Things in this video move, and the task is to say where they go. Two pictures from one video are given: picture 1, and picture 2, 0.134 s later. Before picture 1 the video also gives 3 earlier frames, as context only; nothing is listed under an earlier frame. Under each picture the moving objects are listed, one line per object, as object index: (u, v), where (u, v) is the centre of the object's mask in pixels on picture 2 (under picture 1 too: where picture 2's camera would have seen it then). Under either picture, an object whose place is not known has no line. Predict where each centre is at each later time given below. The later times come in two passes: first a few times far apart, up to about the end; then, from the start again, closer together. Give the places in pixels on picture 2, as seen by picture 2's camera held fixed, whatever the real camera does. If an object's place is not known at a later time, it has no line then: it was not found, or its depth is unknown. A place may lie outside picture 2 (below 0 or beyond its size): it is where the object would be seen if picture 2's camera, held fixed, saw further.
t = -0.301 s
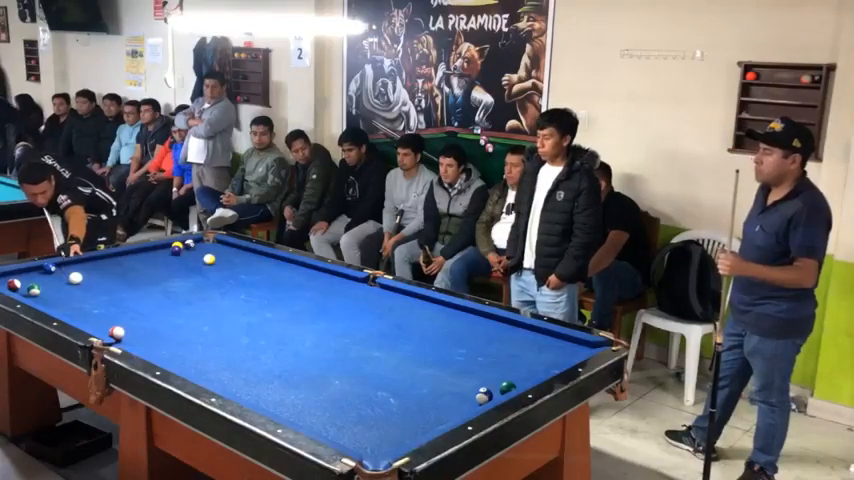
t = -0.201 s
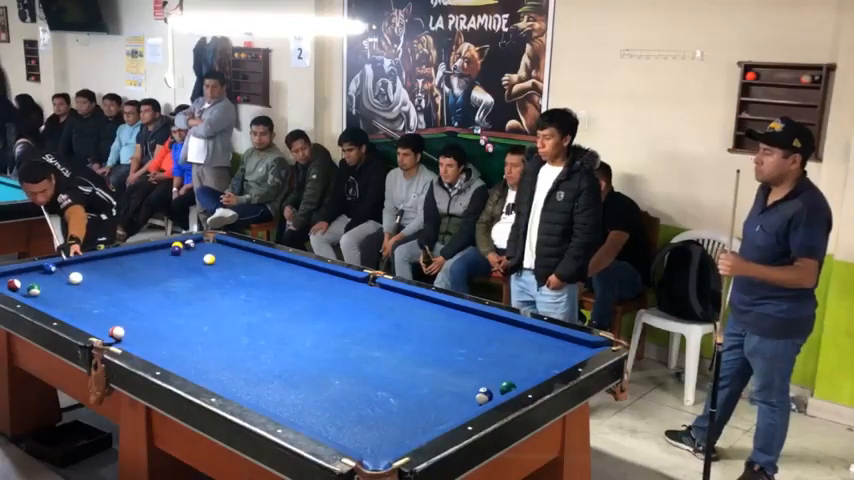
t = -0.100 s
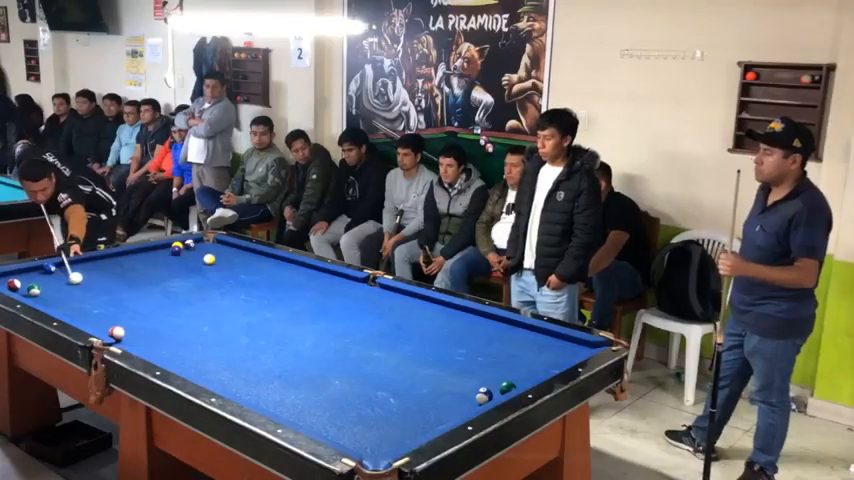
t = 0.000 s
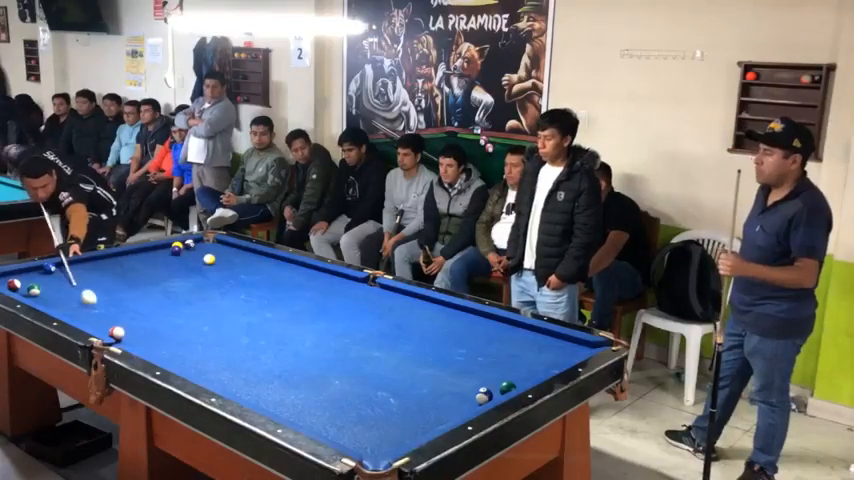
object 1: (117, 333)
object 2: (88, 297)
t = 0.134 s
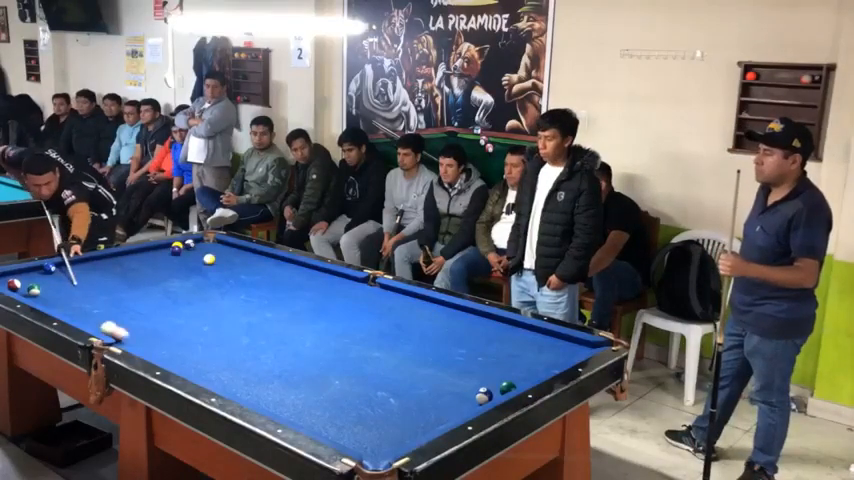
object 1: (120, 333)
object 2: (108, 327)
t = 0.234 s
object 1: (158, 352)
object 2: (106, 326)
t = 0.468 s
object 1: (258, 397)
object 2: (110, 313)
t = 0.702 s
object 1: (375, 449)
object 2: (114, 301)
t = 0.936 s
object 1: (352, 426)
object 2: (118, 290)
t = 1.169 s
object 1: (337, 398)
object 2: (121, 281)
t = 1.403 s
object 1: (324, 375)
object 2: (124, 273)
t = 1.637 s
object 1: (314, 356)
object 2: (127, 265)
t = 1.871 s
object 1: (305, 339)
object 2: (129, 258)
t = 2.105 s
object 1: (297, 324)
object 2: (132, 252)
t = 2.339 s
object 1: (289, 311)
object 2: (146, 251)
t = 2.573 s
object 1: (282, 298)
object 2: (163, 251)
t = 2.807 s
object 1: (277, 288)
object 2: (171, 253)
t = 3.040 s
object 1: (271, 278)
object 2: (177, 254)
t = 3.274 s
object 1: (266, 270)
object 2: (183, 256)
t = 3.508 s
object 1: (261, 262)
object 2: (188, 257)
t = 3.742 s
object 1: (257, 255)
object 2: (192, 258)
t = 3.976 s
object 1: (247, 251)
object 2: (196, 259)
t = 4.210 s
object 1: (233, 249)
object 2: (198, 260)
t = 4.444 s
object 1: (218, 247)
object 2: (199, 261)
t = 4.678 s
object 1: (206, 246)
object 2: (199, 261)
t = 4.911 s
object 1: (204, 245)
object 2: (200, 262)
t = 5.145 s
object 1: (201, 244)
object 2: (200, 262)
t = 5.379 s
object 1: (199, 244)
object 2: (200, 262)
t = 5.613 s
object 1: (199, 243)
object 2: (200, 262)
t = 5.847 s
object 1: (198, 243)
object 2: (200, 262)
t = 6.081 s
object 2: (200, 262)
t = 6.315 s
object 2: (200, 262)
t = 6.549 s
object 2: (200, 262)
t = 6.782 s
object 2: (200, 262)
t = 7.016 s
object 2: (200, 262)
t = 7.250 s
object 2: (200, 262)
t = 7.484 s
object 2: (200, 262)
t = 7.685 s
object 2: (200, 262)
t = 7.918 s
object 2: (200, 262)
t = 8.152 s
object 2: (200, 262)
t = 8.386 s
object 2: (200, 262)
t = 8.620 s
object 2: (200, 262)
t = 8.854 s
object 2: (200, 262)
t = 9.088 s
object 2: (200, 262)
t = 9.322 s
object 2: (200, 262)
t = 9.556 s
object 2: (200, 262)
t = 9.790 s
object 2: (200, 262)
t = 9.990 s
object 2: (200, 262)
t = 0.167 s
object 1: (130, 338)
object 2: (104, 329)
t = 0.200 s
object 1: (144, 345)
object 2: (105, 327)
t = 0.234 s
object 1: (158, 352)
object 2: (106, 326)
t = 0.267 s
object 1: (171, 358)
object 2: (106, 323)
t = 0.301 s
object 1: (185, 365)
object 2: (107, 322)
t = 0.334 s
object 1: (199, 371)
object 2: (108, 320)
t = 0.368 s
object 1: (215, 378)
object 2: (108, 318)
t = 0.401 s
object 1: (230, 385)
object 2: (109, 316)
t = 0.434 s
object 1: (244, 391)
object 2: (109, 314)
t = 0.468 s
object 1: (258, 397)
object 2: (110, 313)
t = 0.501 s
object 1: (273, 404)
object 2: (111, 311)
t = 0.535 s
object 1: (290, 411)
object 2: (111, 309)
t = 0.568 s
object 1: (306, 419)
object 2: (112, 307)
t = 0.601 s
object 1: (322, 425)
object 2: (113, 306)
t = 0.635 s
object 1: (339, 434)
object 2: (113, 304)
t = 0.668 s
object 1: (357, 442)
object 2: (114, 302)
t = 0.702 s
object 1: (375, 449)
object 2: (114, 301)
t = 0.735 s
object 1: (374, 451)
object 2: (115, 299)
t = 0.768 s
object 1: (364, 448)
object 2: (116, 298)
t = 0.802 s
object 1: (361, 443)
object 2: (116, 296)
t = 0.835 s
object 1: (359, 439)
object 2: (117, 295)
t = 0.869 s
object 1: (357, 435)
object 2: (117, 294)
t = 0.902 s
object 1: (354, 431)
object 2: (118, 292)
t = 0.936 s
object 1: (352, 426)
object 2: (118, 290)
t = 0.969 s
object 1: (350, 422)
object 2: (119, 289)
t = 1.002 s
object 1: (347, 418)
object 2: (119, 288)
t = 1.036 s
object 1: (345, 414)
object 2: (120, 287)
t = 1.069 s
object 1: (343, 410)
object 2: (120, 285)
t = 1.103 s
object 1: (341, 406)
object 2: (120, 284)
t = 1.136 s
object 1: (339, 403)
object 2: (121, 282)
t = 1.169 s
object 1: (337, 398)
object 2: (121, 281)
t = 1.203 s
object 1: (336, 395)
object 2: (122, 280)
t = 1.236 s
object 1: (334, 392)
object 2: (122, 279)
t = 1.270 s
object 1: (332, 388)
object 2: (122, 277)
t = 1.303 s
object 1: (330, 385)
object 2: (123, 276)
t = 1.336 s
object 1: (328, 381)
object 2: (123, 275)
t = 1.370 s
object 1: (327, 378)
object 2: (124, 274)
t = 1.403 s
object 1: (324, 375)
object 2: (124, 273)
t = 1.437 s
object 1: (323, 373)
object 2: (124, 272)
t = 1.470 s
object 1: (322, 369)
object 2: (125, 270)
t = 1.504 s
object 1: (320, 367)
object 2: (125, 270)
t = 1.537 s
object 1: (319, 364)
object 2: (126, 268)
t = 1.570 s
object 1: (317, 361)
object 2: (126, 267)
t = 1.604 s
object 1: (316, 358)
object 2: (127, 266)
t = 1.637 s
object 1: (314, 356)
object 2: (127, 265)
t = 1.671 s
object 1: (313, 354)
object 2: (127, 264)
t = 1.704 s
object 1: (311, 351)
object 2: (128, 263)
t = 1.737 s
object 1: (310, 348)
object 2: (128, 262)
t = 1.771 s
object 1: (309, 346)
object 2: (129, 261)
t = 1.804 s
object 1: (307, 343)
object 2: (129, 260)
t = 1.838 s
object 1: (306, 341)
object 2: (129, 259)
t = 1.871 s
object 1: (305, 339)
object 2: (129, 258)
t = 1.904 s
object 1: (304, 336)
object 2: (130, 257)
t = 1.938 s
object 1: (302, 334)
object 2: (130, 256)
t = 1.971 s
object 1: (301, 332)
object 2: (130, 256)
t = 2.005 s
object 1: (300, 330)
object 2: (131, 254)
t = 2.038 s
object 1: (299, 328)
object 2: (131, 253)
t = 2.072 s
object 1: (297, 326)
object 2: (132, 253)
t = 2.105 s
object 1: (297, 324)
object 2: (132, 252)
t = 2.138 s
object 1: (296, 322)
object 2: (132, 251)
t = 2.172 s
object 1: (294, 320)
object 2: (134, 251)
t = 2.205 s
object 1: (293, 318)
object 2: (136, 251)
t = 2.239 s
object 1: (292, 316)
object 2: (139, 251)
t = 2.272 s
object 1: (291, 314)
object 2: (141, 251)
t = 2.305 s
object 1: (290, 312)
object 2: (144, 251)
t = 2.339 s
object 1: (289, 311)
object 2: (146, 251)
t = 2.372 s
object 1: (288, 309)
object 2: (149, 251)
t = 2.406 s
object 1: (287, 307)
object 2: (151, 251)
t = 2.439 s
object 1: (286, 305)
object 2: (153, 251)
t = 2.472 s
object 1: (285, 303)
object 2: (156, 251)
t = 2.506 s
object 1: (284, 302)
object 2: (158, 251)
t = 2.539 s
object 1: (283, 300)
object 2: (160, 251)
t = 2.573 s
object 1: (282, 298)
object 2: (163, 251)
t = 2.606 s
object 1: (281, 297)
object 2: (165, 251)
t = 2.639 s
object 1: (281, 295)
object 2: (166, 252)
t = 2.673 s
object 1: (279, 294)
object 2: (167, 252)
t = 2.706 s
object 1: (278, 293)
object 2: (168, 252)
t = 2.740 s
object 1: (277, 291)
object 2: (169, 252)
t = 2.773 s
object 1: (277, 289)
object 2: (170, 252)
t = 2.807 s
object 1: (277, 288)
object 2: (171, 253)
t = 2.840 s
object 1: (275, 287)
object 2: (171, 253)
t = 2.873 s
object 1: (274, 285)
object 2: (173, 253)
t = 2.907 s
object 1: (274, 284)
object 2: (173, 253)
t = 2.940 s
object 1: (273, 282)
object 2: (174, 253)
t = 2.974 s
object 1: (272, 281)
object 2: (175, 253)
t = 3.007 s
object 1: (271, 280)
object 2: (176, 254)
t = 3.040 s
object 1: (271, 278)
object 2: (177, 254)
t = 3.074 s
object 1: (270, 277)
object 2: (178, 254)
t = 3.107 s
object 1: (269, 276)
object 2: (179, 255)
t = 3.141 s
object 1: (269, 274)
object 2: (180, 255)
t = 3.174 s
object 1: (268, 274)
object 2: (180, 255)
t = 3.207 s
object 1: (267, 272)
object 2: (181, 255)
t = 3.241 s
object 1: (266, 271)
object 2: (182, 255)
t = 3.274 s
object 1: (266, 270)
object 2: (183, 256)
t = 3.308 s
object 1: (265, 268)
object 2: (183, 256)
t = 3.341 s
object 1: (264, 267)
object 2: (184, 256)
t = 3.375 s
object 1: (264, 266)
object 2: (185, 256)
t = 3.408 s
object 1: (263, 265)
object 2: (185, 256)
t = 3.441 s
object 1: (262, 264)
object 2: (186, 256)
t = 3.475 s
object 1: (261, 263)
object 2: (187, 257)
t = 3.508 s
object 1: (261, 262)
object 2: (188, 257)
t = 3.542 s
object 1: (261, 261)
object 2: (188, 257)
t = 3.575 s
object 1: (260, 260)
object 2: (189, 257)
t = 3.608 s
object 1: (259, 259)
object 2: (190, 257)
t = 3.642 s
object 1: (258, 258)
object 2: (190, 257)
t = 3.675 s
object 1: (258, 257)
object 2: (191, 258)
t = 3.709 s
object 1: (257, 256)
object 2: (191, 258)
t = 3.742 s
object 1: (257, 255)
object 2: (192, 258)
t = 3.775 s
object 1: (256, 254)
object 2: (193, 258)
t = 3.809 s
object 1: (256, 253)
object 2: (193, 258)
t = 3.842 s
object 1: (255, 252)
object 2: (194, 258)
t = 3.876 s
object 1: (254, 251)
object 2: (194, 259)
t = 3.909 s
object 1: (252, 251)
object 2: (195, 259)
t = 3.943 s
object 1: (249, 250)
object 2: (196, 259)
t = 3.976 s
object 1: (247, 251)
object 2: (196, 259)
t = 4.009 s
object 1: (245, 250)
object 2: (196, 259)
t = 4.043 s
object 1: (244, 250)
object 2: (197, 260)
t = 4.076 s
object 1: (241, 249)
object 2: (197, 259)
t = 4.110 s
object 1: (239, 249)
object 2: (197, 260)
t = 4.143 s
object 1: (237, 249)
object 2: (198, 260)
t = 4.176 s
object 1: (235, 249)
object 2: (198, 260)
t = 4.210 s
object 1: (233, 249)
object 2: (198, 260)
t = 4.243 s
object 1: (231, 249)
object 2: (198, 260)
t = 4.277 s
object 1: (229, 248)
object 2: (198, 260)
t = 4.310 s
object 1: (227, 248)
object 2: (199, 260)
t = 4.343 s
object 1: (225, 247)
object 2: (199, 261)
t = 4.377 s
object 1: (223, 247)
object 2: (199, 261)
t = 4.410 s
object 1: (221, 247)
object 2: (199, 261)
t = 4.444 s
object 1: (218, 247)
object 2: (199, 261)
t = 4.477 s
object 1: (217, 247)
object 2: (199, 261)
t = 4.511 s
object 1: (216, 247)
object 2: (199, 261)
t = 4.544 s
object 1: (214, 247)
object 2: (199, 262)
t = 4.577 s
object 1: (212, 247)
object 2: (199, 261)
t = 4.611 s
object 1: (211, 246)
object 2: (199, 261)
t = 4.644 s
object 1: (208, 246)
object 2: (199, 261)
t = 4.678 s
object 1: (206, 246)
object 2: (199, 261)
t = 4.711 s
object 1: (205, 246)
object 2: (199, 262)
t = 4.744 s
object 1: (205, 245)
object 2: (199, 262)
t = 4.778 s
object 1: (205, 245)
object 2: (199, 262)
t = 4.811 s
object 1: (204, 245)
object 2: (199, 262)
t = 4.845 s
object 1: (204, 245)
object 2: (199, 262)
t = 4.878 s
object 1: (204, 245)
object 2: (200, 262)
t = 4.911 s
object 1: (204, 245)
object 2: (200, 262)
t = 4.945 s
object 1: (203, 245)
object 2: (200, 262)
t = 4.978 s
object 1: (203, 245)
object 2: (200, 262)
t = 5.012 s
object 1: (202, 245)
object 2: (200, 262)
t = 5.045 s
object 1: (202, 245)
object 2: (200, 262)
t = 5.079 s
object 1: (202, 244)
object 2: (200, 262)
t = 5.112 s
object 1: (202, 244)
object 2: (200, 262)
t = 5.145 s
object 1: (201, 244)
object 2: (200, 262)
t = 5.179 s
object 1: (201, 244)
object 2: (200, 262)
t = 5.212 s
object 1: (200, 244)
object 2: (200, 262)
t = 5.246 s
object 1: (200, 244)
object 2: (200, 262)
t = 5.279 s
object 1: (200, 244)
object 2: (200, 262)
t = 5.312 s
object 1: (200, 244)
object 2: (200, 262)
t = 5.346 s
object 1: (200, 244)
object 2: (200, 262)
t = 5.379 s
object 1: (199, 244)
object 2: (200, 262)
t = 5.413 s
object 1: (200, 244)
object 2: (200, 262)
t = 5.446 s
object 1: (200, 243)
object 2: (200, 263)
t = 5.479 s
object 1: (199, 243)
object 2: (200, 262)
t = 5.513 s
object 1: (199, 243)
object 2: (200, 263)
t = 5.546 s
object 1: (199, 243)
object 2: (200, 263)
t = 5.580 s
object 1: (199, 243)
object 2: (200, 263)
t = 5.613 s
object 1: (199, 243)
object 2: (200, 262)
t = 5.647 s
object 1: (199, 243)
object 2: (200, 263)
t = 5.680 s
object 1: (199, 243)
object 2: (200, 262)
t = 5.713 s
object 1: (199, 243)
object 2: (200, 262)
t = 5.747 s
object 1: (199, 243)
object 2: (200, 262)
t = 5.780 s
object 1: (199, 243)
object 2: (200, 262)
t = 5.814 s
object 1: (198, 243)
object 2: (200, 263)
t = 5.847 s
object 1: (198, 243)
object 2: (200, 262)
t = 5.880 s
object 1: (199, 243)
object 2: (200, 262)
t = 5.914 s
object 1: (199, 243)
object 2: (200, 262)
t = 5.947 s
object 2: (200, 262)
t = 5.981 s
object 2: (200, 263)
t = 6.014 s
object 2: (200, 263)
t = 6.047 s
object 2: (200, 263)
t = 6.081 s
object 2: (200, 262)
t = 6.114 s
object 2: (200, 263)
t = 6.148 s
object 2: (200, 262)
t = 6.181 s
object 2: (200, 262)
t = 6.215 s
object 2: (200, 262)
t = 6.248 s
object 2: (200, 262)
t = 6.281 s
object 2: (200, 262)
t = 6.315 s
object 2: (200, 262)
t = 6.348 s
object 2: (200, 262)
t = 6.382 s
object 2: (200, 262)
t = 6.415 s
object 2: (200, 262)
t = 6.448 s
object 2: (200, 262)
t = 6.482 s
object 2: (200, 262)
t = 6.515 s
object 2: (200, 262)
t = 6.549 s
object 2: (200, 262)
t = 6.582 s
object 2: (200, 262)
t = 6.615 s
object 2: (200, 262)
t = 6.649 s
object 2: (200, 262)
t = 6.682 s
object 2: (200, 262)
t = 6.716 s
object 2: (200, 262)
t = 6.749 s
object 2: (200, 262)
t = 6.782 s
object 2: (200, 262)
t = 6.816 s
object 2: (200, 262)
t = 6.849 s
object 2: (200, 262)
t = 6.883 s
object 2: (200, 262)
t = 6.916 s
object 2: (200, 262)
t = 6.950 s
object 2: (200, 262)
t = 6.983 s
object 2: (200, 262)
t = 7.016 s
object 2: (200, 262)
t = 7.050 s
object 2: (200, 262)
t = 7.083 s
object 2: (200, 262)
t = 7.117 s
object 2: (200, 262)
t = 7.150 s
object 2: (200, 262)
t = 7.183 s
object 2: (200, 262)
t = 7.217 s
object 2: (200, 262)
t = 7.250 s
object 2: (200, 262)
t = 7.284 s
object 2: (200, 262)
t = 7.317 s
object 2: (200, 262)
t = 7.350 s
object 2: (200, 262)
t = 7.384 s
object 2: (200, 262)
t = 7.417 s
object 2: (200, 262)
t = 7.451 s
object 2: (200, 262)
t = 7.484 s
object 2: (200, 262)
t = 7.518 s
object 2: (200, 262)
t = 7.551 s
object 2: (200, 262)
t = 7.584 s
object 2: (200, 262)
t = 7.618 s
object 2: (200, 262)
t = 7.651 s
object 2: (200, 262)
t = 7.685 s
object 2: (200, 262)
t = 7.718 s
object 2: (200, 262)
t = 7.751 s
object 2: (200, 262)
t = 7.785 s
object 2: (200, 262)
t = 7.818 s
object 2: (200, 262)
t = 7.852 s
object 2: (200, 262)
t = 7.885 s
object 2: (200, 262)
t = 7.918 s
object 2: (200, 262)
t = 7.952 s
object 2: (200, 262)
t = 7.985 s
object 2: (200, 262)
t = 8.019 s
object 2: (200, 262)
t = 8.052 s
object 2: (200, 262)
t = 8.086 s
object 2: (200, 262)
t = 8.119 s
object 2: (200, 262)
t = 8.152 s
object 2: (200, 262)
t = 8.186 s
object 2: (200, 262)
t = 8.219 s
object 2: (200, 262)
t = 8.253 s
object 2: (200, 262)
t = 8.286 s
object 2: (200, 262)
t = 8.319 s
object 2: (200, 262)
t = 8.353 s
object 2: (200, 262)
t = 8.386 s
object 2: (200, 262)
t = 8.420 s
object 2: (200, 262)
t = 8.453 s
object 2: (200, 263)
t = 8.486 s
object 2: (200, 262)
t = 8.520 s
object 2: (200, 262)
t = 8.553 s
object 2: (200, 262)
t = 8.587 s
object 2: (200, 262)
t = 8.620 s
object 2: (200, 262)
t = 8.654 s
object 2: (200, 263)
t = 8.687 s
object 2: (200, 262)
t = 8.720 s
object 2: (200, 262)
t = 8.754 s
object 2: (200, 262)
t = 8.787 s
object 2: (200, 262)
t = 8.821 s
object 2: (200, 262)
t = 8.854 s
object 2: (200, 262)
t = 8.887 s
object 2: (200, 262)
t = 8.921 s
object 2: (200, 262)
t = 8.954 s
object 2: (200, 263)
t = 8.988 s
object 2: (200, 262)
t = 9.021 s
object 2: (200, 262)
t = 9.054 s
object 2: (200, 262)
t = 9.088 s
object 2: (200, 262)
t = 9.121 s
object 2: (200, 262)
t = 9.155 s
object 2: (200, 262)
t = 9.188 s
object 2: (200, 262)
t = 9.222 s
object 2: (200, 262)
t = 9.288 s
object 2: (200, 262)
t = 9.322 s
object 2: (200, 262)
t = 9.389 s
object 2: (200, 262)
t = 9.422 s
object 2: (200, 262)
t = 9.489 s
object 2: (200, 262)
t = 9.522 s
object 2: (200, 262)
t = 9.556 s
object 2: (200, 262)
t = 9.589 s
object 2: (200, 262)
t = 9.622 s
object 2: (200, 262)
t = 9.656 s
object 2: (200, 262)
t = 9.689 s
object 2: (200, 262)
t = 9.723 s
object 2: (200, 263)
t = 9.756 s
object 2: (200, 262)
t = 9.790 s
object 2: (200, 262)
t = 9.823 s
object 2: (200, 262)
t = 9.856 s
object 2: (200, 262)
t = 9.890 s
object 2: (200, 262)
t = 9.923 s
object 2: (200, 263)
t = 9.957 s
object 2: (200, 262)
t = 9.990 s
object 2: (200, 262)
